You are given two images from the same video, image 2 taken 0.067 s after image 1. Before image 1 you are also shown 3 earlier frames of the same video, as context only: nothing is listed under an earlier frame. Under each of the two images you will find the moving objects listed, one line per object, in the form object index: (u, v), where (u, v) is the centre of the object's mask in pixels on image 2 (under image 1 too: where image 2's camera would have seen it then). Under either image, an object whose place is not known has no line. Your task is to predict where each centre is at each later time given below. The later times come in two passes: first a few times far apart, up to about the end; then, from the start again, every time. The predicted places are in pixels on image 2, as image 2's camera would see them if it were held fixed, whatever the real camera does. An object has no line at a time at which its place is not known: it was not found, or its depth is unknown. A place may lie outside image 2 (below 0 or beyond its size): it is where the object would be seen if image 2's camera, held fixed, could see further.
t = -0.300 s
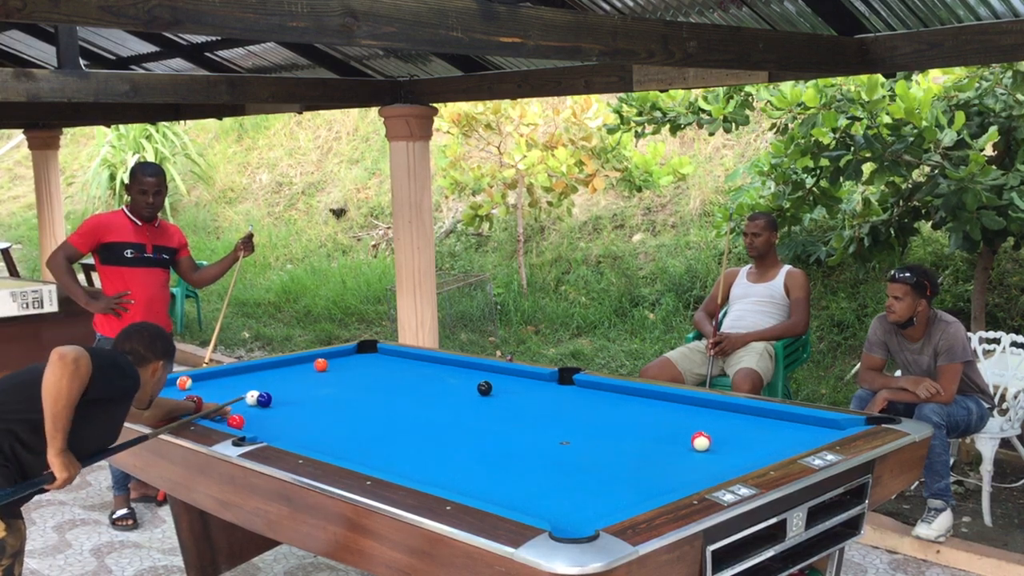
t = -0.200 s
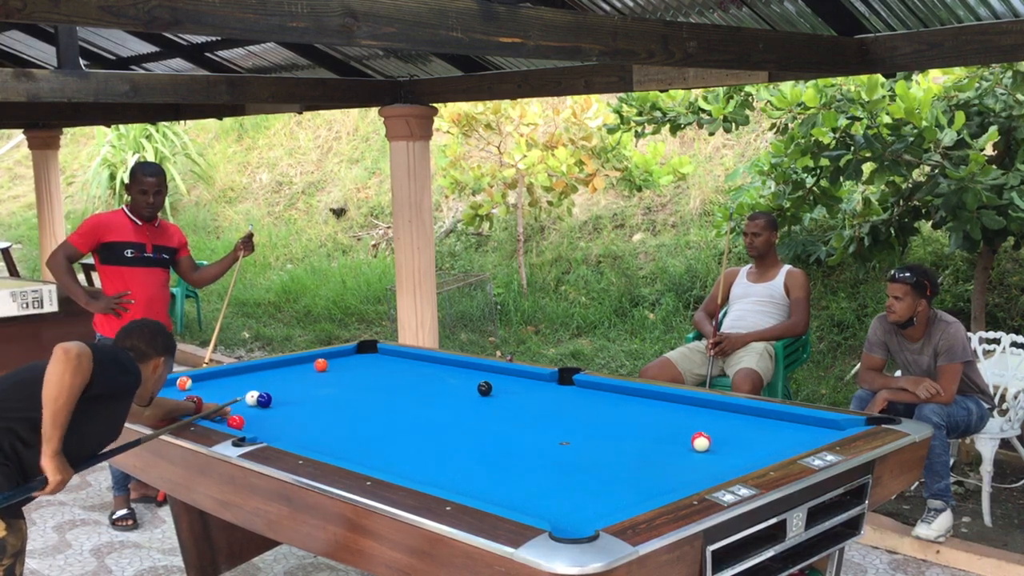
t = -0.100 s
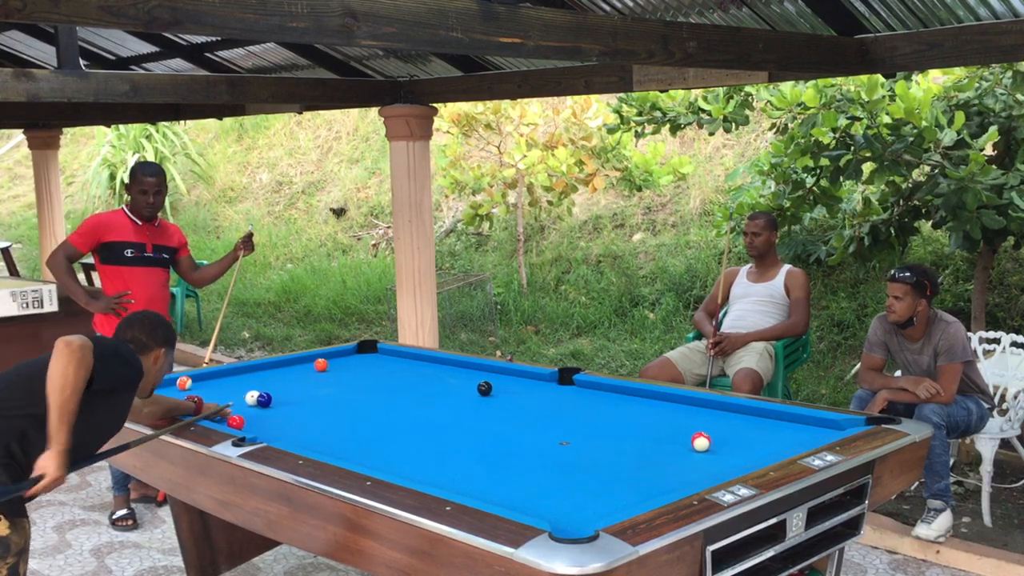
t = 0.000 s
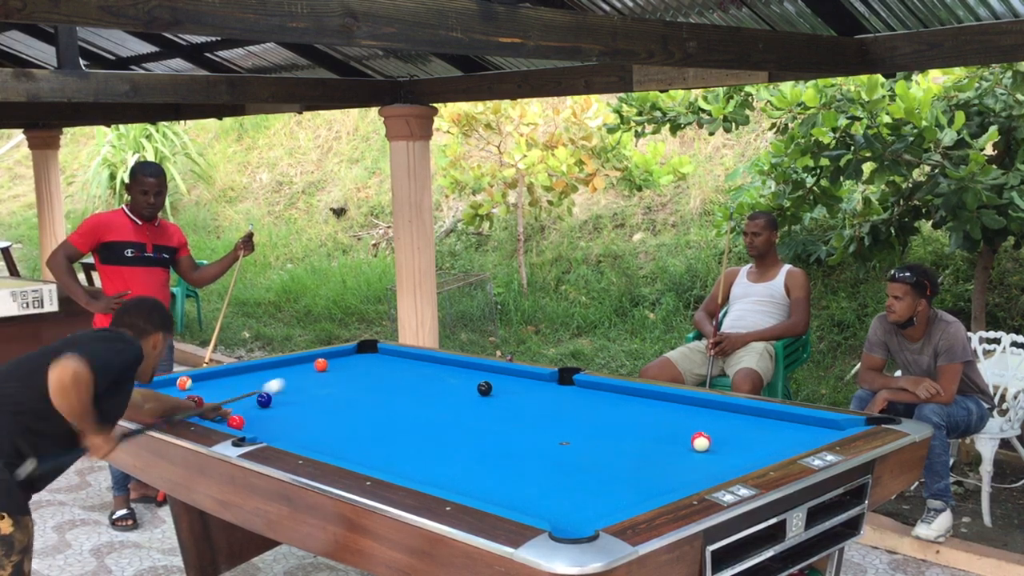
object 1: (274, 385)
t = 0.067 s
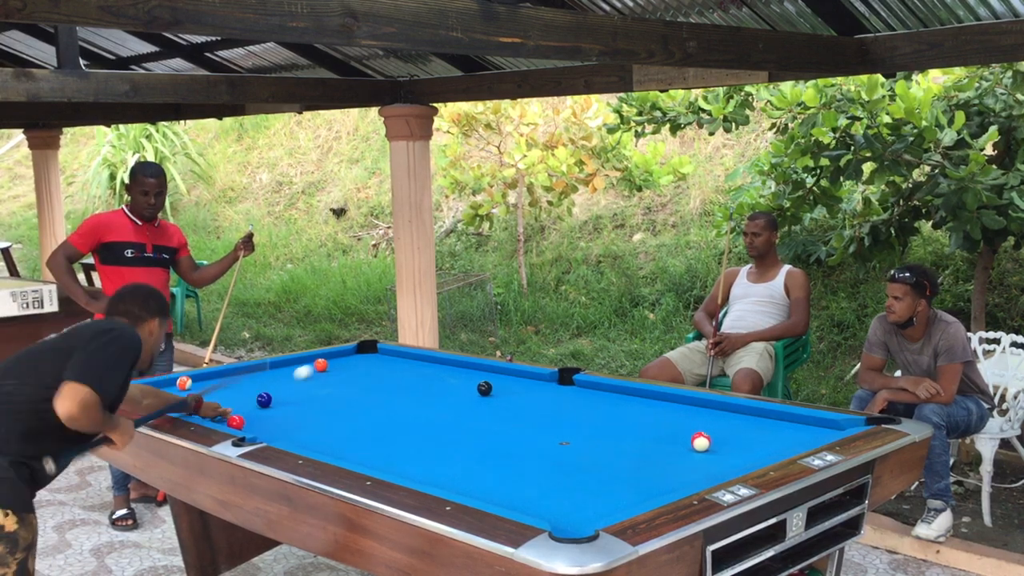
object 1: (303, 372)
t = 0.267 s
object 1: (298, 365)
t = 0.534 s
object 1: (303, 361)
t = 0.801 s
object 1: (323, 364)
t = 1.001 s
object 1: (337, 365)
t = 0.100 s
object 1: (313, 367)
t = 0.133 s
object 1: (310, 365)
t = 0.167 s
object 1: (306, 366)
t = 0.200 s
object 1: (303, 366)
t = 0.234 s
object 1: (300, 365)
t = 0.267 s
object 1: (298, 365)
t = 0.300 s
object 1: (296, 364)
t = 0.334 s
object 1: (294, 363)
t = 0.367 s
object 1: (293, 362)
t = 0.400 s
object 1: (293, 360)
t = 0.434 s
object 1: (295, 361)
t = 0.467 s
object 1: (298, 361)
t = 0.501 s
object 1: (301, 361)
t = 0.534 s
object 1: (303, 361)
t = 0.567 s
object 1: (305, 362)
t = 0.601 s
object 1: (308, 362)
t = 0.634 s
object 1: (311, 362)
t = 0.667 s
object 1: (313, 363)
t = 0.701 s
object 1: (315, 363)
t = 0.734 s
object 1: (318, 363)
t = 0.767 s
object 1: (320, 363)
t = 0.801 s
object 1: (323, 364)
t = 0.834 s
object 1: (325, 364)
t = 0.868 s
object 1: (327, 364)
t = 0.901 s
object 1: (330, 364)
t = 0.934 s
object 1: (333, 365)
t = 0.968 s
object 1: (335, 365)
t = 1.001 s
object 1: (337, 365)
